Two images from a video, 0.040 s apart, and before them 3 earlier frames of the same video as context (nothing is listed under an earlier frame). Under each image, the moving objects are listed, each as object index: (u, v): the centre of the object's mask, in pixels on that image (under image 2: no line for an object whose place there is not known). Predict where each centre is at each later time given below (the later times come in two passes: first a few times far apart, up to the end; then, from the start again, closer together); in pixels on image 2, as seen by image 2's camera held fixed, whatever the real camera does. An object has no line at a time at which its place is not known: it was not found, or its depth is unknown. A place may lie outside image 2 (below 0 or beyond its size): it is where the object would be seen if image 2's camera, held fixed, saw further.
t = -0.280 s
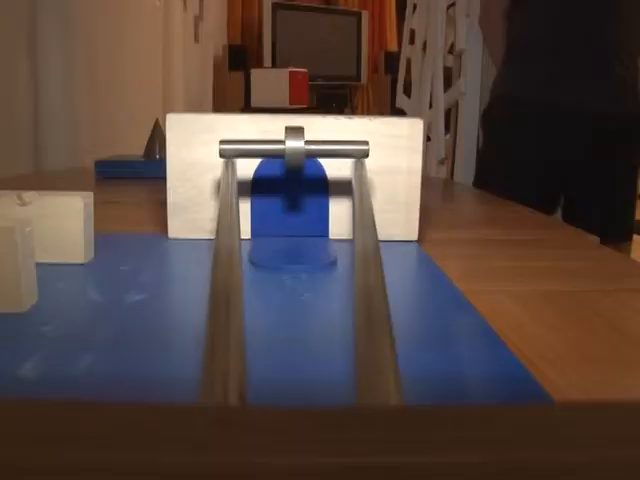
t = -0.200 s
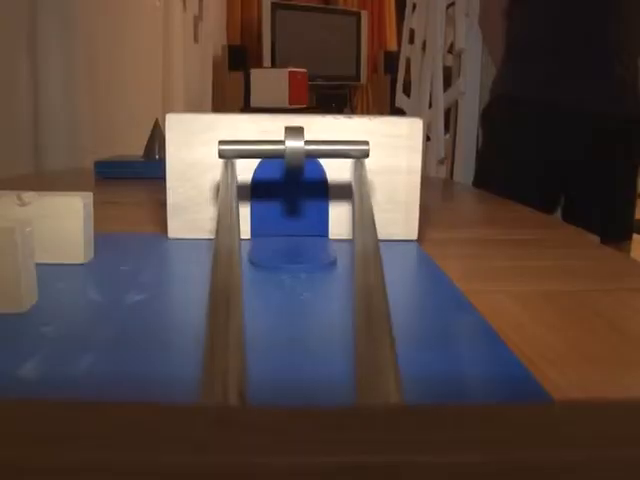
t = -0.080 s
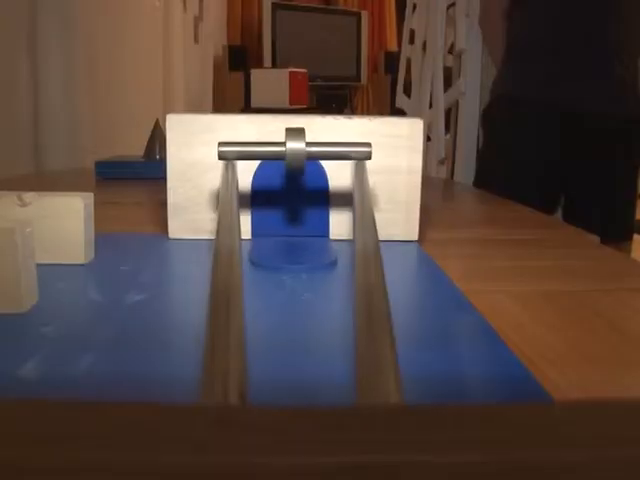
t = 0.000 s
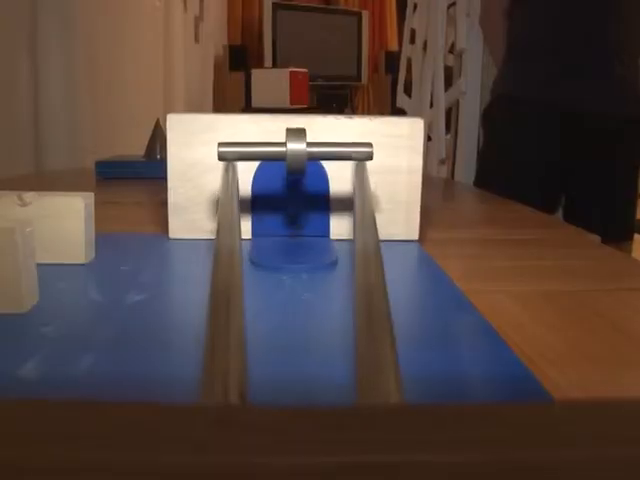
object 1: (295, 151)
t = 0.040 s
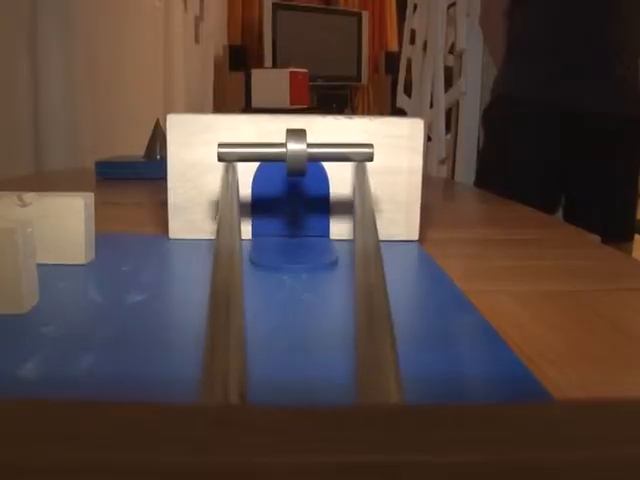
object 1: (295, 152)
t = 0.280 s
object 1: (296, 155)
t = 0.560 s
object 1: (297, 160)
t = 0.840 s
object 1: (300, 165)
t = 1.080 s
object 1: (304, 172)
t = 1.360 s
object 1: (311, 184)
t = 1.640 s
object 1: (321, 199)
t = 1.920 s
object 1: (325, 218)
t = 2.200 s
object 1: (327, 230)
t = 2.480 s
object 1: (328, 233)
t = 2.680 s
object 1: (328, 232)
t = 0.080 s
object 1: (295, 152)
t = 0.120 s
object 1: (296, 153)
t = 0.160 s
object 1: (296, 154)
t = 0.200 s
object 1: (296, 154)
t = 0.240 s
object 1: (296, 154)
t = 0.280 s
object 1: (296, 155)
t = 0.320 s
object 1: (296, 156)
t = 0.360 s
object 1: (297, 156)
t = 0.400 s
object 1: (297, 157)
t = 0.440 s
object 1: (297, 157)
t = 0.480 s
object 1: (297, 158)
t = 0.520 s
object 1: (298, 159)
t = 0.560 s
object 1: (297, 160)
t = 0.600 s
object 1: (299, 161)
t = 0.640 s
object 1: (298, 161)
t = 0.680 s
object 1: (299, 162)
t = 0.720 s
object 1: (299, 162)
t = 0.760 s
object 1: (300, 164)
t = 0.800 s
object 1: (300, 164)
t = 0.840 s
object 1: (300, 165)
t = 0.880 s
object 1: (301, 166)
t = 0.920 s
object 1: (302, 168)
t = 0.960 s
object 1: (302, 169)
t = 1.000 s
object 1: (303, 170)
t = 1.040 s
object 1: (304, 171)
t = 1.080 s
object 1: (304, 172)
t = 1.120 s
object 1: (306, 174)
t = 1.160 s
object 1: (306, 176)
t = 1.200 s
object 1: (308, 177)
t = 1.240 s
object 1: (308, 179)
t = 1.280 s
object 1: (310, 180)
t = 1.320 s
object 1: (311, 182)
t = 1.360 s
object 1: (311, 184)
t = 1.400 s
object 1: (313, 185)
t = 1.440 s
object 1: (313, 187)
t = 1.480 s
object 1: (315, 190)
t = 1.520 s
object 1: (316, 192)
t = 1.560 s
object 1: (317, 194)
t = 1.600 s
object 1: (319, 197)
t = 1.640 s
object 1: (321, 199)
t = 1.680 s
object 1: (323, 202)
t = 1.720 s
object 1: (325, 205)
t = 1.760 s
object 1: (326, 207)
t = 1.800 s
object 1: (325, 210)
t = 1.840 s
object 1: (326, 213)
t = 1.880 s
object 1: (326, 216)
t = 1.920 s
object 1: (325, 218)
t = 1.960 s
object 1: (325, 220)
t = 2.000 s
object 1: (326, 221)
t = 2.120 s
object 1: (328, 227)
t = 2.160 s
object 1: (327, 229)
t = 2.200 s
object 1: (327, 230)
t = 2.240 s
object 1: (328, 231)
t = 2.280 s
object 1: (328, 231)
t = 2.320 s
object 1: (328, 232)
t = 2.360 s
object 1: (328, 232)
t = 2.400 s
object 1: (328, 232)
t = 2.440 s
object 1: (328, 233)
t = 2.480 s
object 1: (328, 233)
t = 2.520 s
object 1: (328, 232)
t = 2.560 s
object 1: (328, 232)
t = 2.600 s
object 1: (328, 232)
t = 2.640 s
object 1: (328, 232)
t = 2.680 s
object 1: (328, 232)
